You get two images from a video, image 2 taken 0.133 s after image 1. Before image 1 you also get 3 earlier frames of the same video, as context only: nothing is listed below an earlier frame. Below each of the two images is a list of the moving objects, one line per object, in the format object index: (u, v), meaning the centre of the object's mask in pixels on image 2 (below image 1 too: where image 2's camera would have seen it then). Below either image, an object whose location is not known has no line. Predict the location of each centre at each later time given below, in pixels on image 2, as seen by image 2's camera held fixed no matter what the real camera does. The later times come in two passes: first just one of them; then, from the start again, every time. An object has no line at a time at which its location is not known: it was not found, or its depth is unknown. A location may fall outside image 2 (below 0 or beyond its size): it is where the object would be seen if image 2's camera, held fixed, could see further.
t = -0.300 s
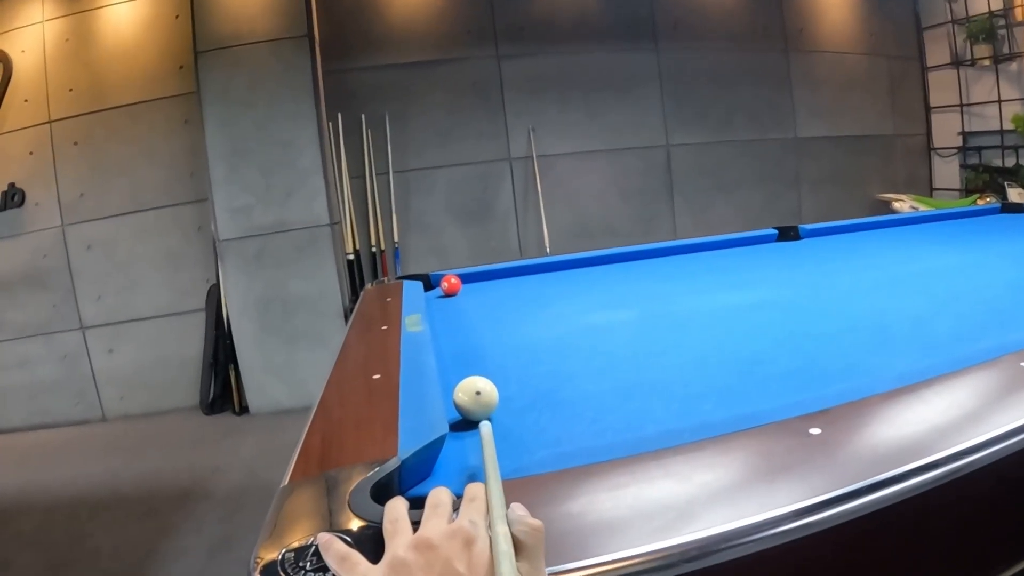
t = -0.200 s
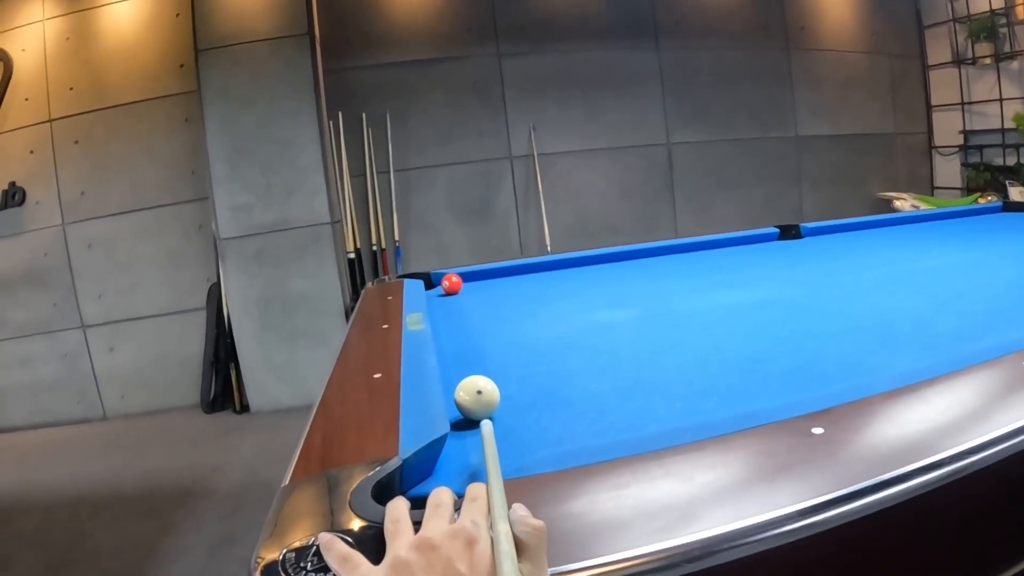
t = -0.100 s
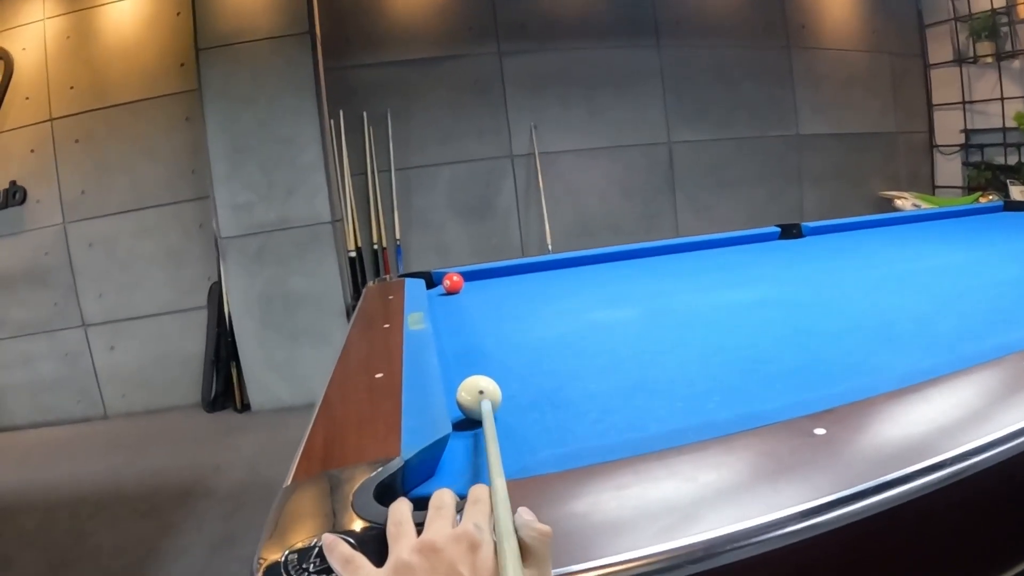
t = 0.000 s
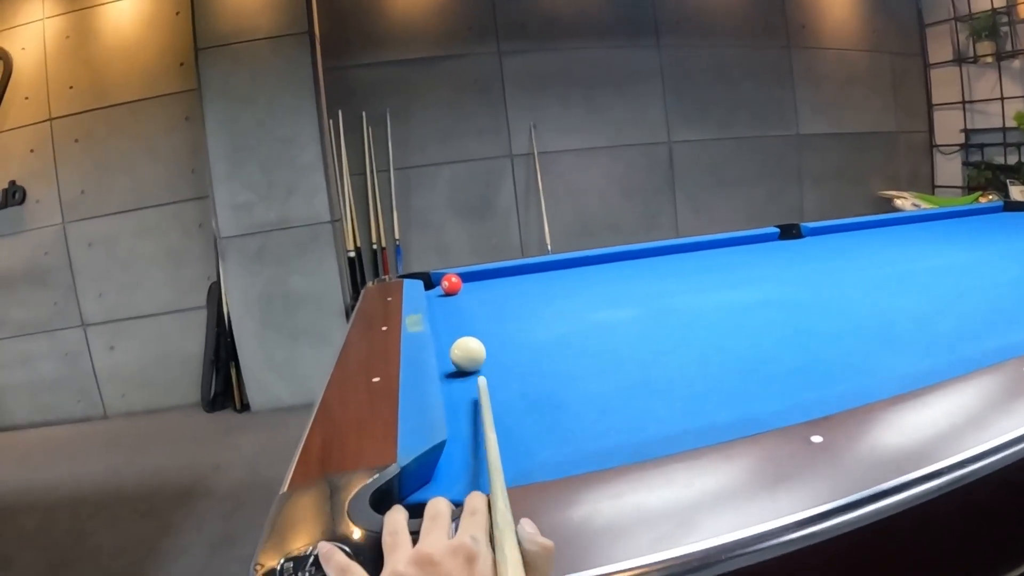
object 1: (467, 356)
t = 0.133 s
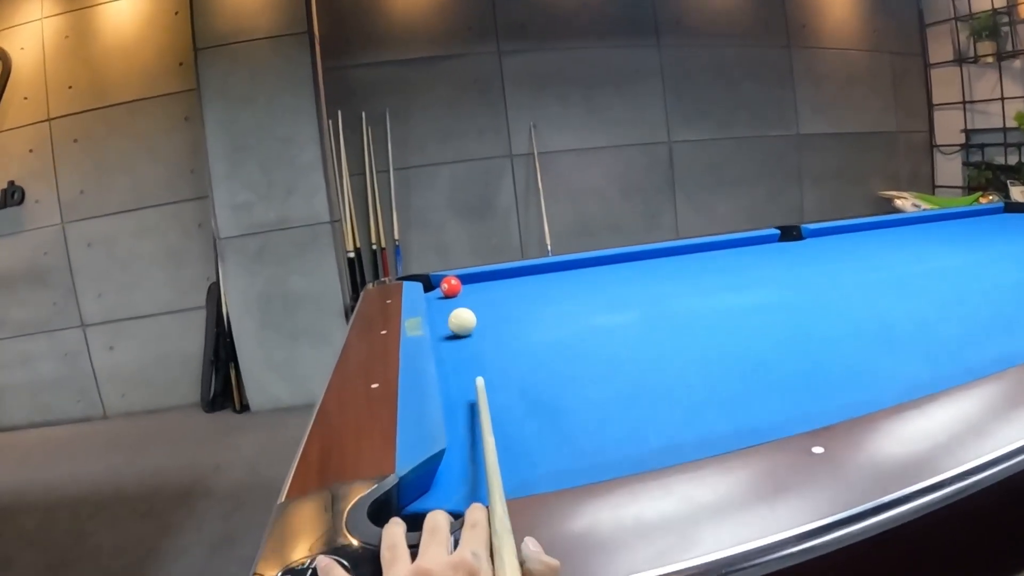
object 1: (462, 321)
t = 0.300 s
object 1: (459, 297)
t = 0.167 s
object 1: (461, 315)
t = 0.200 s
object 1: (461, 310)
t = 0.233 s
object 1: (460, 305)
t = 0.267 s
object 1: (460, 301)
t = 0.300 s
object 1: (459, 297)
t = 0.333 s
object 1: (459, 293)
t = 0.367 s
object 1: (461, 291)
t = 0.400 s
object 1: (469, 289)
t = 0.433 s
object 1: (475, 288)
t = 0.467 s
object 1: (482, 287)
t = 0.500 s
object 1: (487, 285)
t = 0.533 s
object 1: (491, 284)
